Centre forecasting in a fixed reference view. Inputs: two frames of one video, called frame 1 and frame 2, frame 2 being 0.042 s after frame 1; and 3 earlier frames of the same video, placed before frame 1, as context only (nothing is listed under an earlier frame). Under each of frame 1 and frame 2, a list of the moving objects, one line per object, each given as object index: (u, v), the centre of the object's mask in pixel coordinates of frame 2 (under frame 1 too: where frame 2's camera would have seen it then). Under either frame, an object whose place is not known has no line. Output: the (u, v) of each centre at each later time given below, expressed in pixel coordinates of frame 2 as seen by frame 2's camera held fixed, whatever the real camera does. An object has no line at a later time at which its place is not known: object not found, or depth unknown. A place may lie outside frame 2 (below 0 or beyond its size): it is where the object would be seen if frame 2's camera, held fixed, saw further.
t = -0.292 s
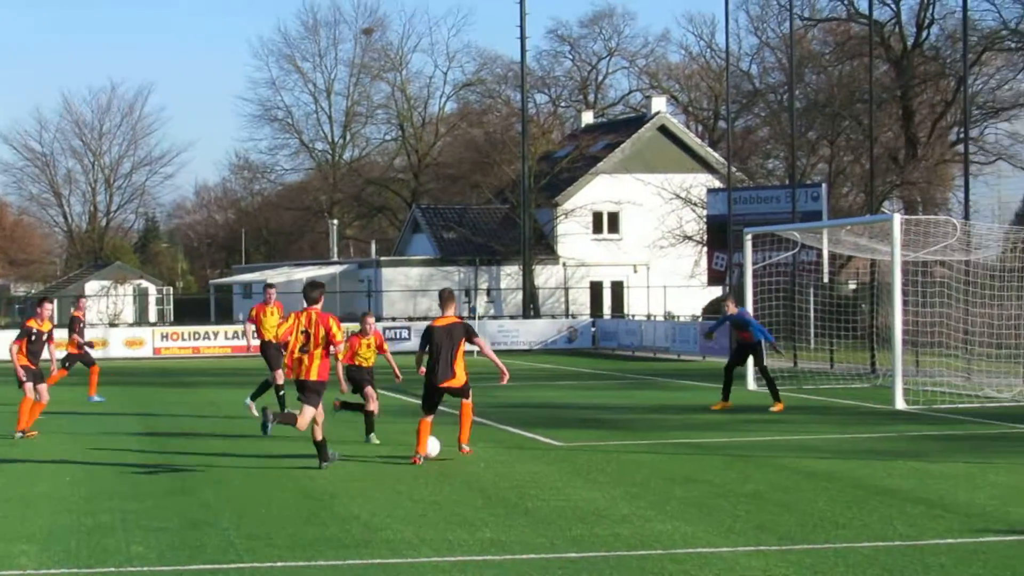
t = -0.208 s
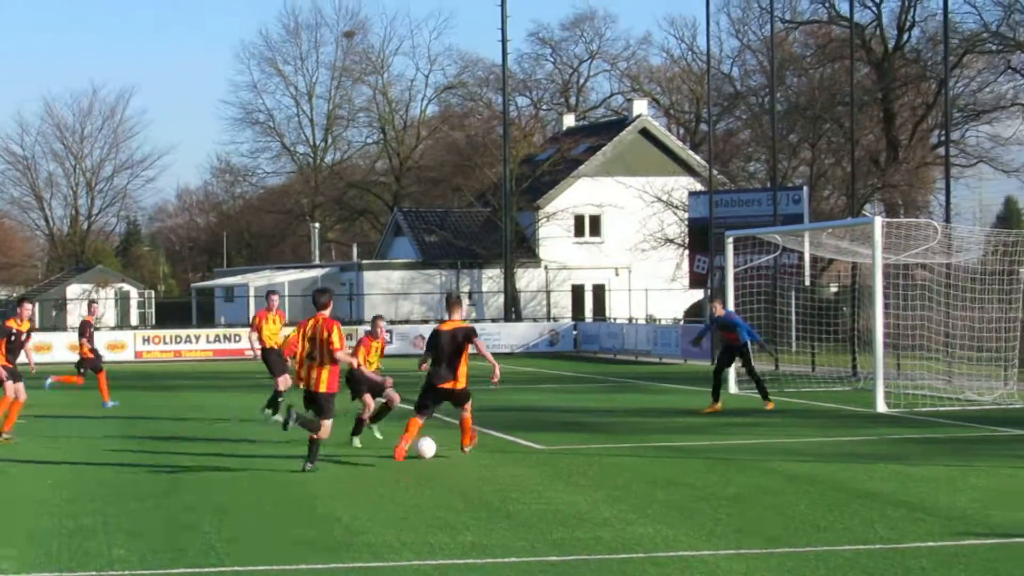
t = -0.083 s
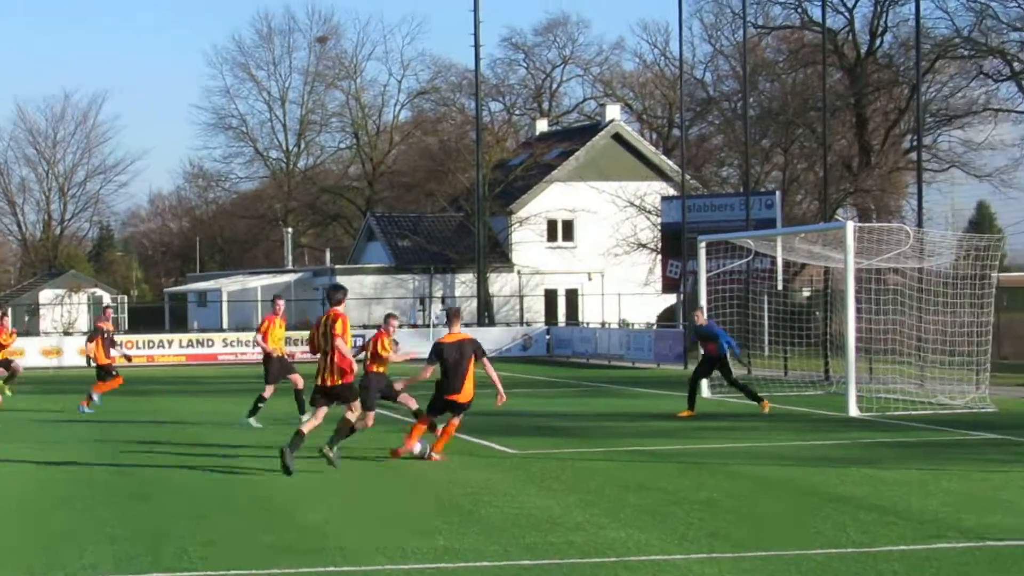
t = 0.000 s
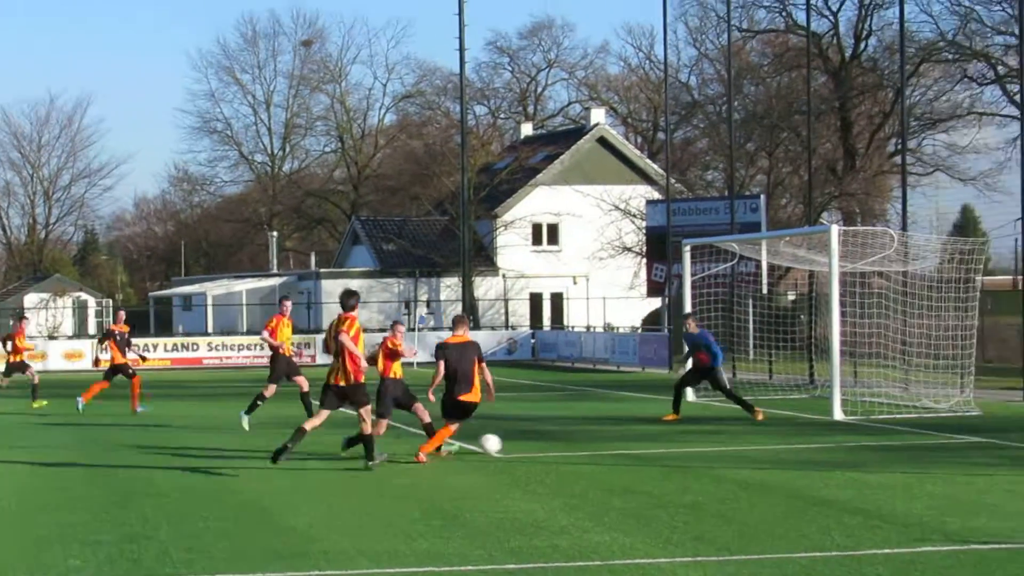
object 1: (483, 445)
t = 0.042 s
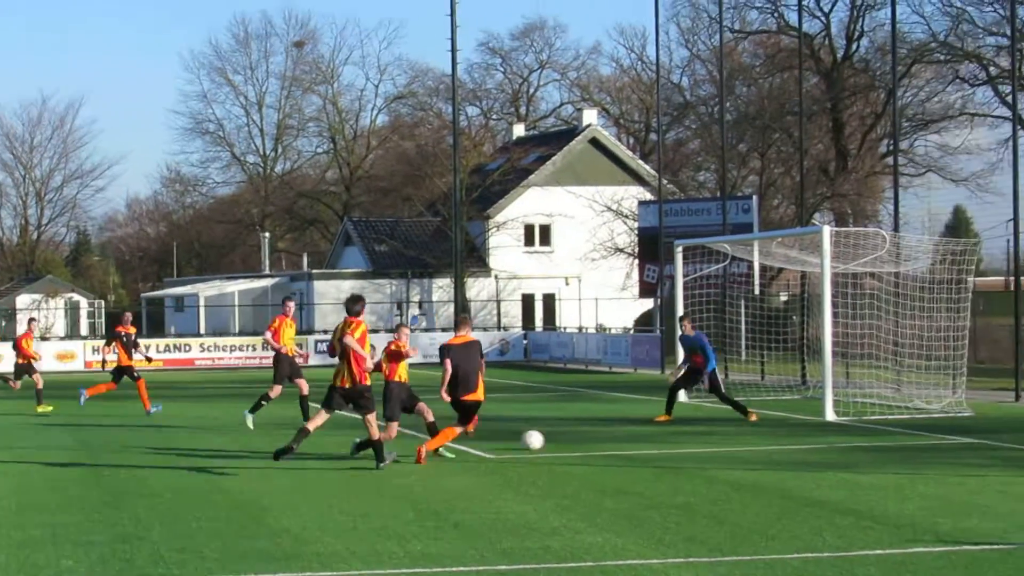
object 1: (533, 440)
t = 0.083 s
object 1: (581, 435)
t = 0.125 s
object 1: (624, 432)
